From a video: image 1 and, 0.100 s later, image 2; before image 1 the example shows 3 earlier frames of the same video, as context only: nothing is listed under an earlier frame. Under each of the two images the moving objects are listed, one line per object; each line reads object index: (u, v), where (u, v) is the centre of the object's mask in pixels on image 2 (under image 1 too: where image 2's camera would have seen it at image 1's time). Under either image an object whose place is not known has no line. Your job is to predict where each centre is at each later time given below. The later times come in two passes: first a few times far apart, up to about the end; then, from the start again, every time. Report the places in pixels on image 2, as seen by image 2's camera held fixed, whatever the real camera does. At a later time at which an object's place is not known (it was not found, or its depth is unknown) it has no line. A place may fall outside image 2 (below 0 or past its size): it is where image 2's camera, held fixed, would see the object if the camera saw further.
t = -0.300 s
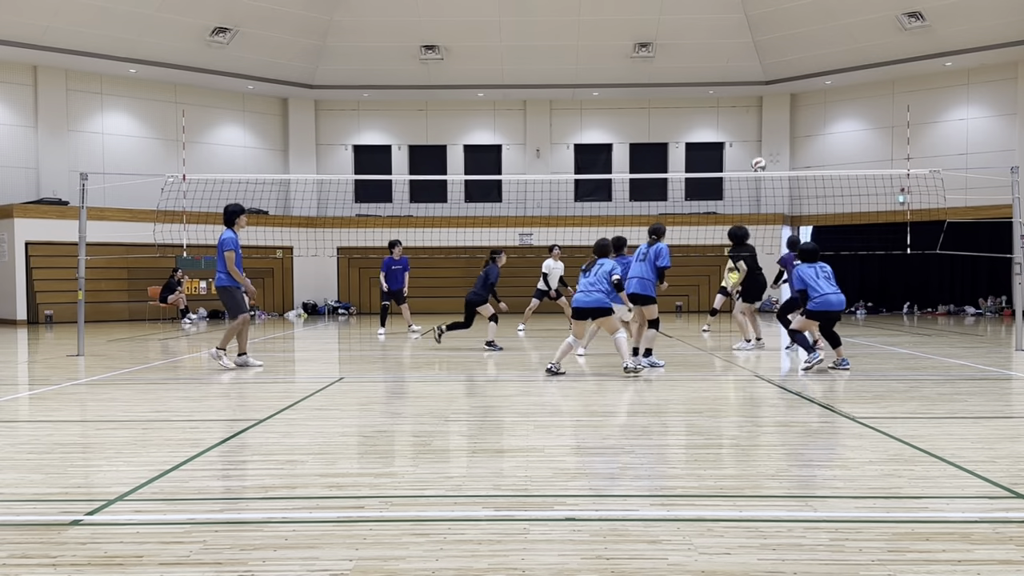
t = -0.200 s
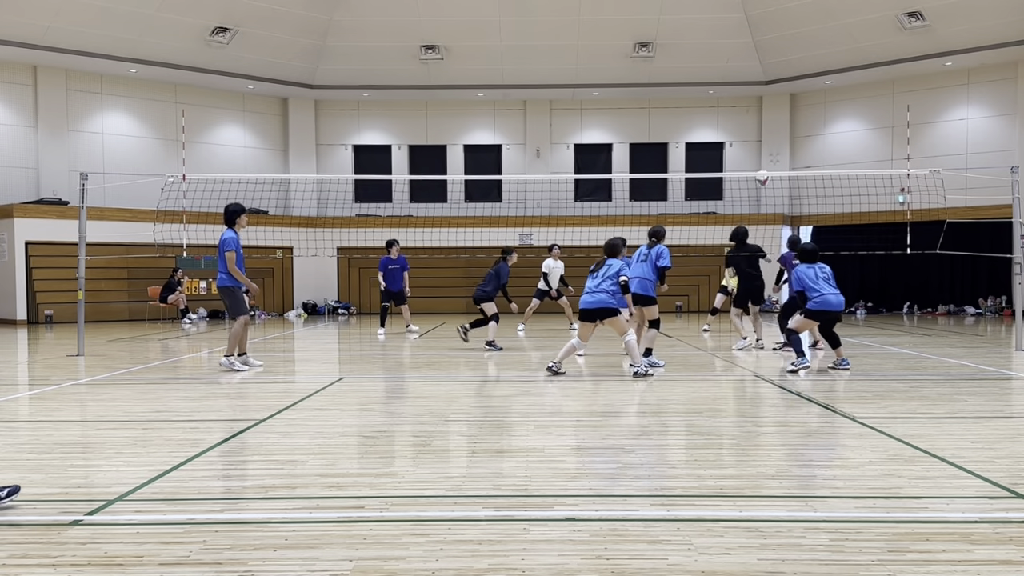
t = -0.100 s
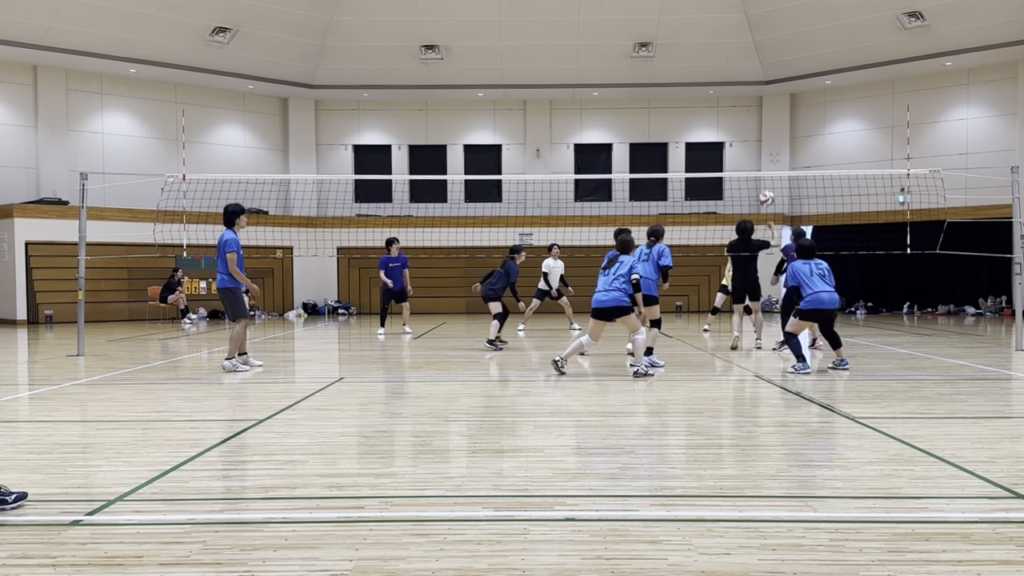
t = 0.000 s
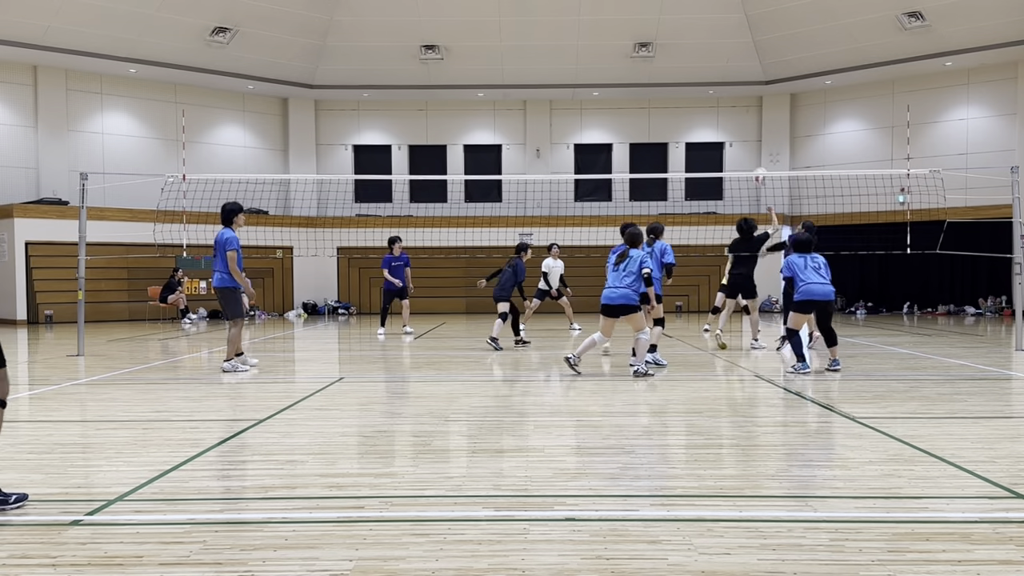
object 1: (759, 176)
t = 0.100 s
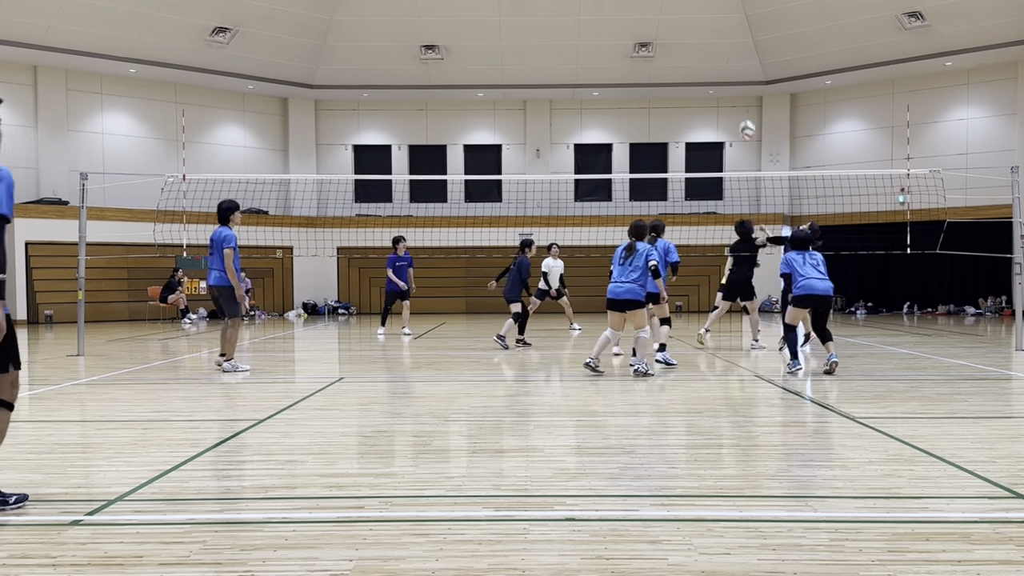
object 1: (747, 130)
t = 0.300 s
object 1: (722, 57)
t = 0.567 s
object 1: (687, 9)
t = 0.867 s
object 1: (647, 21)
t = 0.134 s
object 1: (743, 115)
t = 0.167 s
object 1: (739, 101)
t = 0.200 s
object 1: (734, 89)
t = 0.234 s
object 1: (730, 78)
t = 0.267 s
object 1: (726, 67)
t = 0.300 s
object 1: (722, 57)
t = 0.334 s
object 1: (717, 48)
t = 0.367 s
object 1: (713, 40)
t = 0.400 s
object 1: (708, 32)
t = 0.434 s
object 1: (704, 26)
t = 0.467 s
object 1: (700, 20)
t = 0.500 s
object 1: (696, 15)
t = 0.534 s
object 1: (691, 11)
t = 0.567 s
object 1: (687, 9)
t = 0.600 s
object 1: (682, 7)
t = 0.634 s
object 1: (678, 6)
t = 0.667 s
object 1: (674, 6)
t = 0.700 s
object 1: (669, 6)
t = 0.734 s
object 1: (665, 7)
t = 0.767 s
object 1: (660, 9)
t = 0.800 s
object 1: (656, 12)
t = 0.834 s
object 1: (651, 15)
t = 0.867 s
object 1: (647, 21)
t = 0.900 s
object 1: (642, 26)
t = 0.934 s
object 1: (638, 33)
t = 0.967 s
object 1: (633, 42)
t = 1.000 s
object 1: (630, 49)
